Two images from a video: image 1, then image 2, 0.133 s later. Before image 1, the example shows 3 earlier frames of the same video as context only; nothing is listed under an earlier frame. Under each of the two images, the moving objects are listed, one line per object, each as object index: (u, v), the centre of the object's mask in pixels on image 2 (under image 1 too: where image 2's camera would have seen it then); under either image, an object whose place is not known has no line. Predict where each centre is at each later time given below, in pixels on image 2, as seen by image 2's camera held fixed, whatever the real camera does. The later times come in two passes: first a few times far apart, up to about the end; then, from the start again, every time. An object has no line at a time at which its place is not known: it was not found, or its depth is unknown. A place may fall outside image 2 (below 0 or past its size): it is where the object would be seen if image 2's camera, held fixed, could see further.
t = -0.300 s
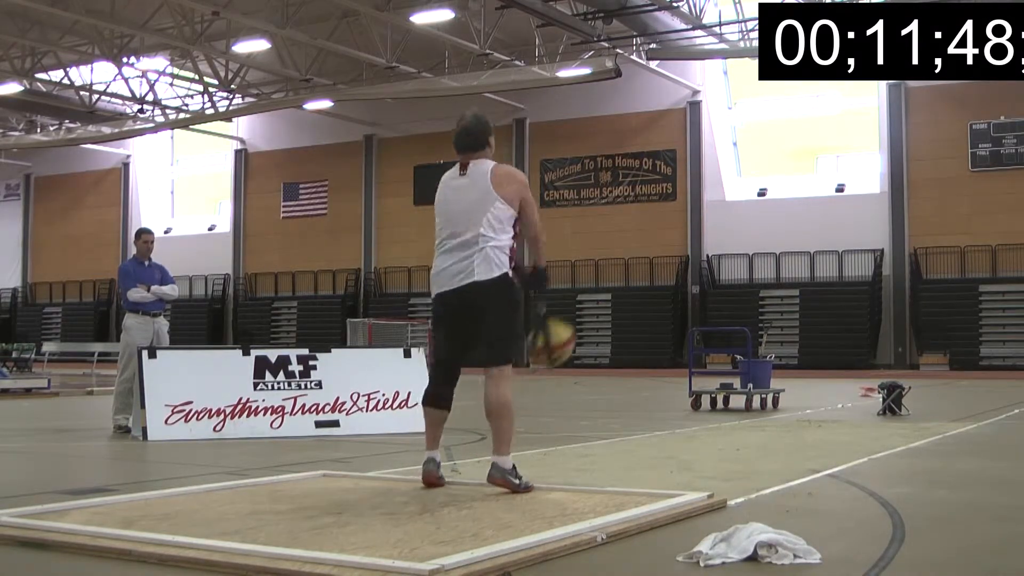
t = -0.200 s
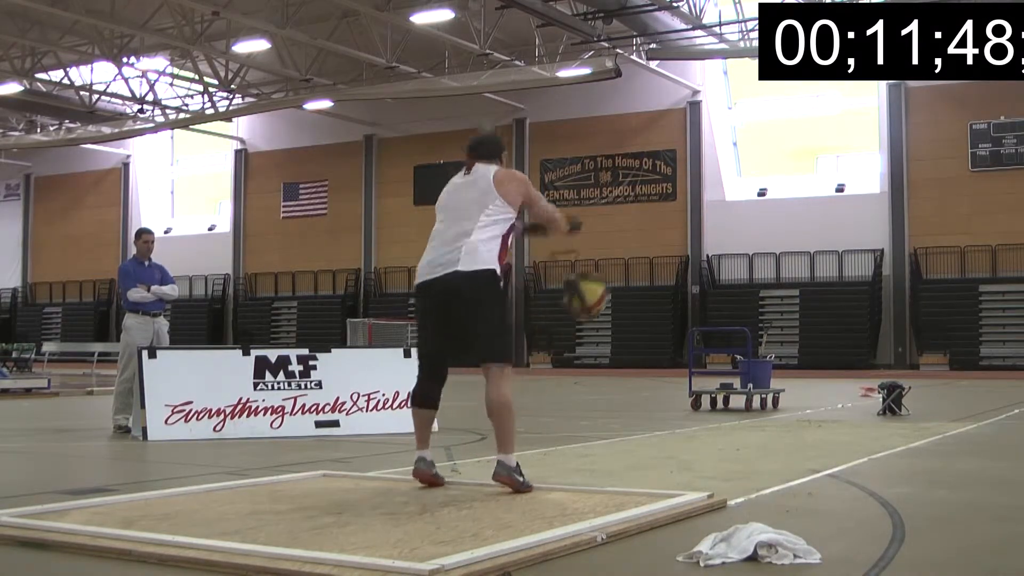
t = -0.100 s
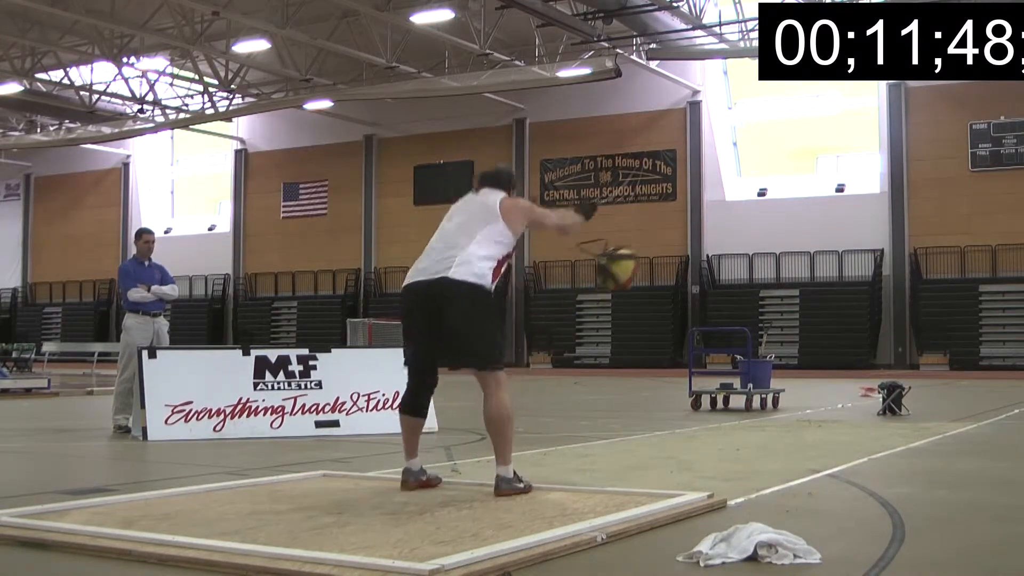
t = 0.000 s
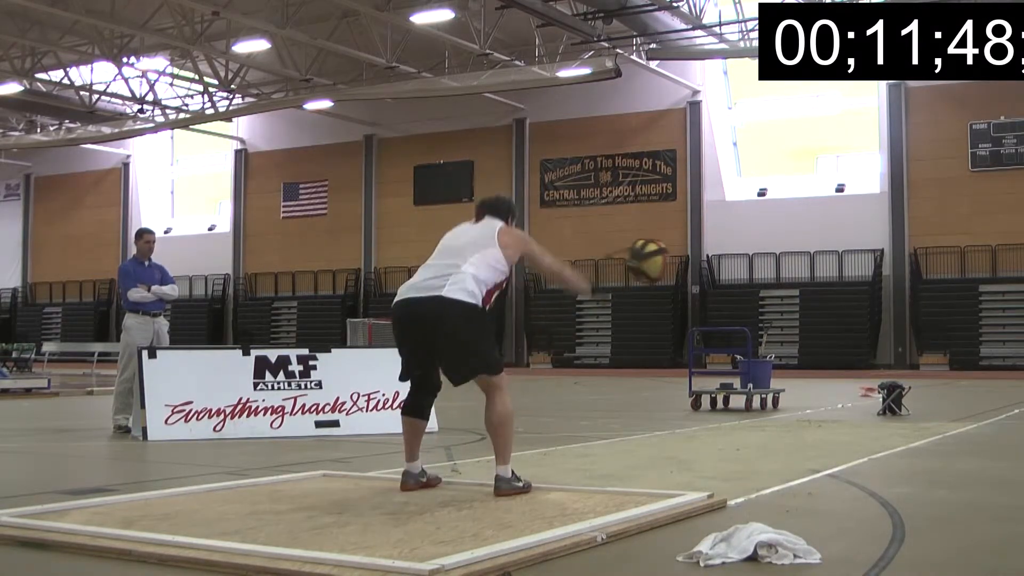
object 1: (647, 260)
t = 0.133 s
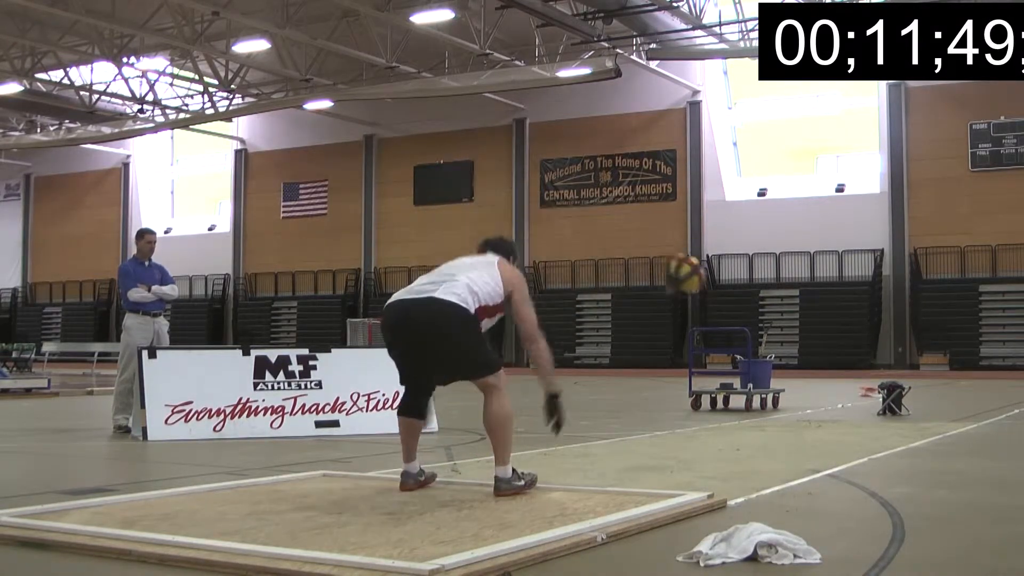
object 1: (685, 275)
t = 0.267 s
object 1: (718, 314)
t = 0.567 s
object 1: (779, 428)
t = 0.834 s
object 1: (813, 427)
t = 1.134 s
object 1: (841, 426)
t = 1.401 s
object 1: (858, 423)
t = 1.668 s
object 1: (874, 425)
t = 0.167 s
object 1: (694, 283)
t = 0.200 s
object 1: (701, 293)
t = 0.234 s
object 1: (710, 303)
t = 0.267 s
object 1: (718, 314)
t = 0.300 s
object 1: (726, 328)
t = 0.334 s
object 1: (733, 343)
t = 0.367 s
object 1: (740, 360)
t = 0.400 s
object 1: (747, 380)
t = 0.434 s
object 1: (755, 396)
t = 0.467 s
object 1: (762, 414)
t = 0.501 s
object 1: (770, 432)
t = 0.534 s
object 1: (776, 432)
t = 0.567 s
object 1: (779, 428)
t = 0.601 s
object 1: (784, 425)
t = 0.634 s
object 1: (788, 422)
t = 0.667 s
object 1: (792, 421)
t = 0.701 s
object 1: (796, 421)
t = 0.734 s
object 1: (801, 423)
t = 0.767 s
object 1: (806, 427)
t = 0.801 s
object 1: (810, 429)
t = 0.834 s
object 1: (813, 427)
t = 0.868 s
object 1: (817, 426)
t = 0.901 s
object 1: (820, 426)
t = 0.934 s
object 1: (823, 425)
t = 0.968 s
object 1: (826, 425)
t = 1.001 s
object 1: (829, 425)
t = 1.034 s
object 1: (832, 426)
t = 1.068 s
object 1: (835, 426)
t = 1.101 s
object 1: (838, 426)
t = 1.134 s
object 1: (841, 426)
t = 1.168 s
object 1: (843, 426)
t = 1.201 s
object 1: (845, 426)
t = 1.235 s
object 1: (848, 425)
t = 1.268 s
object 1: (850, 424)
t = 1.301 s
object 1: (852, 424)
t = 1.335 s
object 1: (854, 424)
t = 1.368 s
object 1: (856, 424)
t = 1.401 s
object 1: (858, 423)
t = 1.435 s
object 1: (861, 423)
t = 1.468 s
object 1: (863, 423)
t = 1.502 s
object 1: (865, 423)
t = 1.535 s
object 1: (867, 424)
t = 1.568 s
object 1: (869, 424)
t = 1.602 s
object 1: (870, 424)
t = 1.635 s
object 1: (872, 424)
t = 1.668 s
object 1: (874, 425)
